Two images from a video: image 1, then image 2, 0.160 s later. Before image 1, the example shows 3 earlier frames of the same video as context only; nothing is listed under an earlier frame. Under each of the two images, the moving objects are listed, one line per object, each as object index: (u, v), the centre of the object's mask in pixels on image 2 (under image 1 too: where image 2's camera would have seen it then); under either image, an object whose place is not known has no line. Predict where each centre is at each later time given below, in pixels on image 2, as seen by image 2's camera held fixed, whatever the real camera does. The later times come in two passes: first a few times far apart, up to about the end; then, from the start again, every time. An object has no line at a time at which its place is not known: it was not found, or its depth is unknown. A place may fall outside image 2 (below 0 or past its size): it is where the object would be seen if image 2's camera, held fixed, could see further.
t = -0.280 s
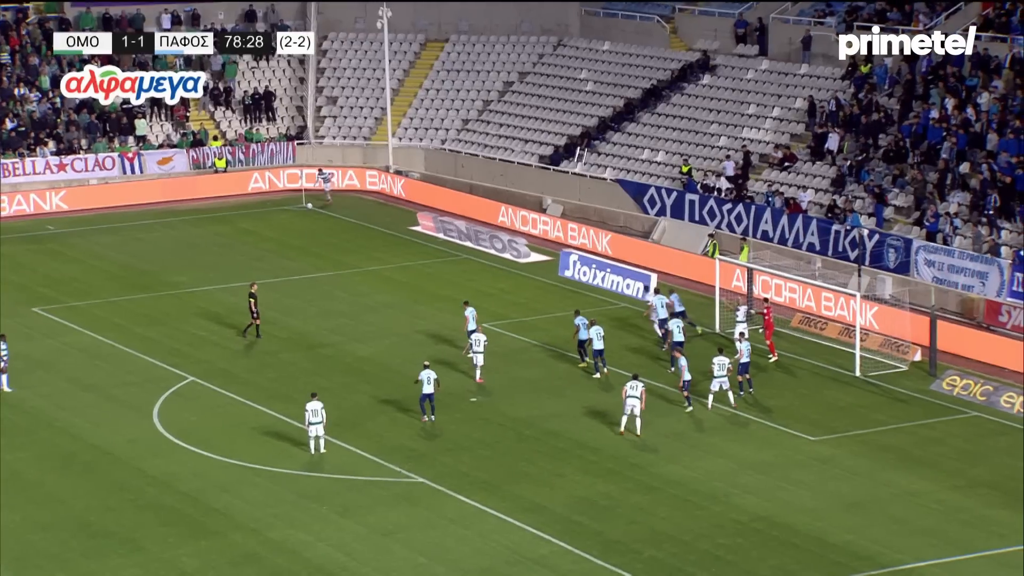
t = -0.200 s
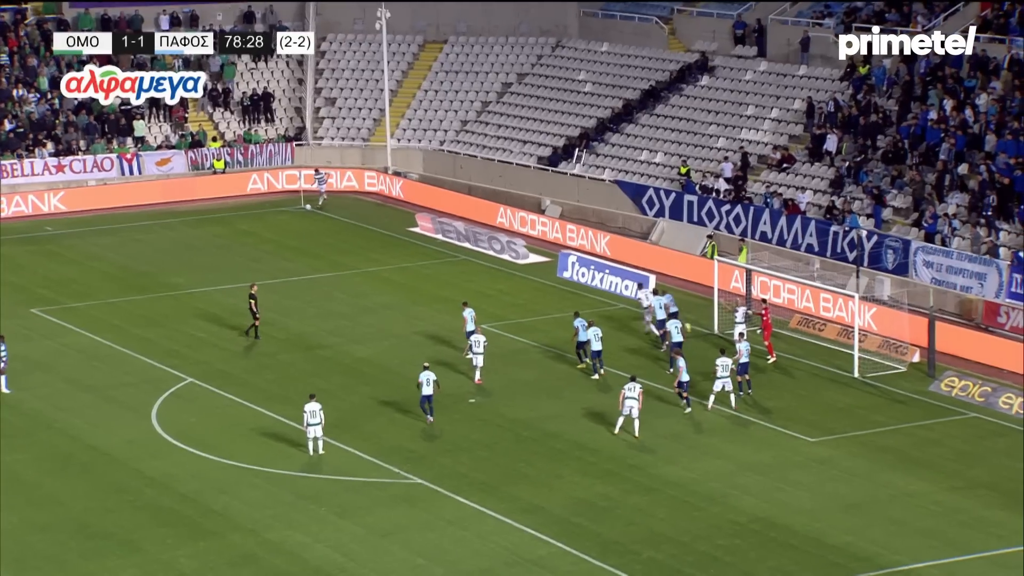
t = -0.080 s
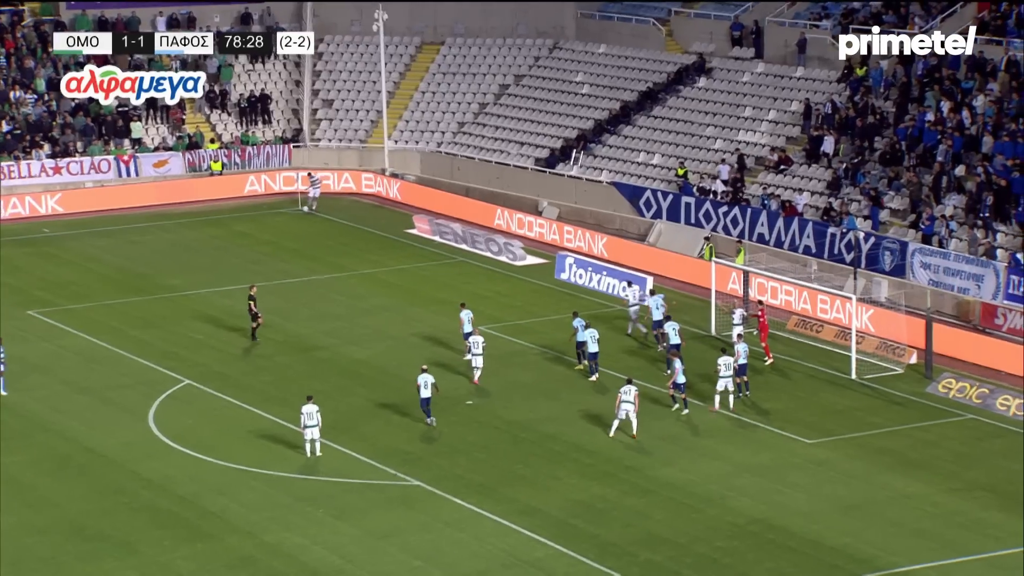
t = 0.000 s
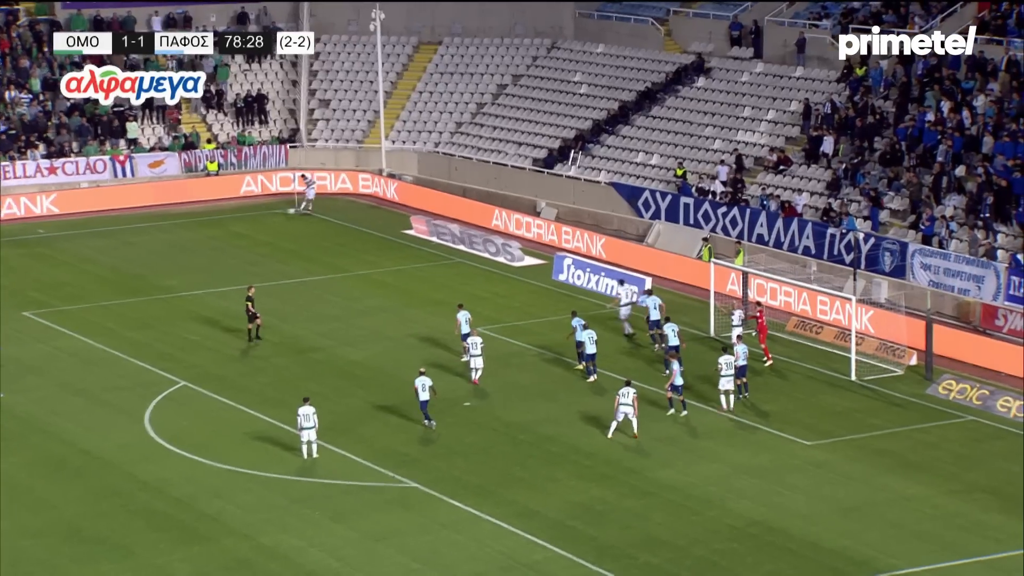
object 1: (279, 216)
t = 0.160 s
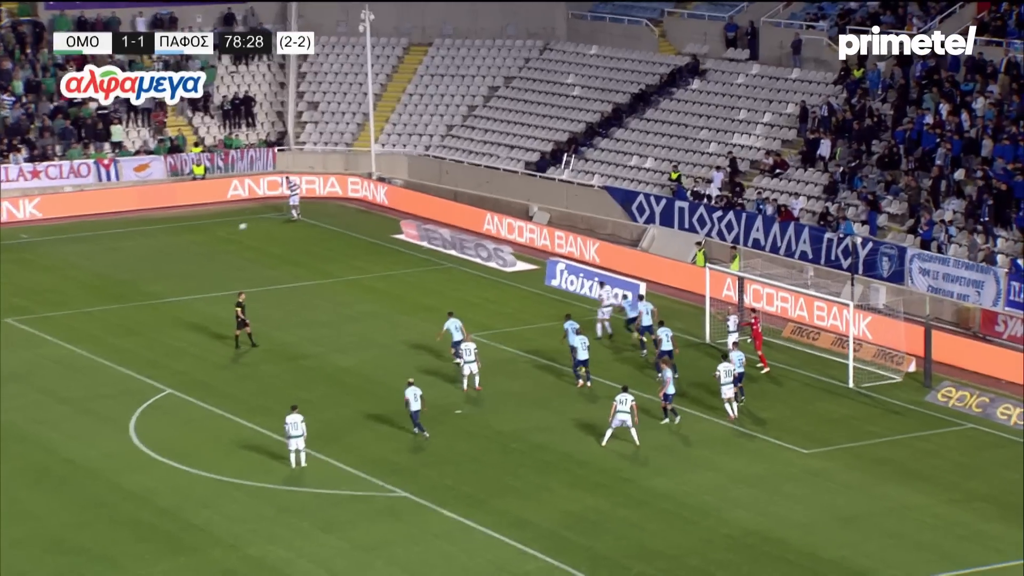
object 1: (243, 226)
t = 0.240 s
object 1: (224, 233)
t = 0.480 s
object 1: (169, 263)
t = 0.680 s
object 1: (129, 296)
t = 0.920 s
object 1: (83, 323)
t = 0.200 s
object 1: (233, 230)
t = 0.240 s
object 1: (224, 233)
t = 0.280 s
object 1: (214, 238)
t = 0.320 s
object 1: (205, 243)
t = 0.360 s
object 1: (196, 247)
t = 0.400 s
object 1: (186, 252)
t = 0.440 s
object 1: (177, 257)
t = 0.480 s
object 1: (169, 263)
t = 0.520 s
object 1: (162, 270)
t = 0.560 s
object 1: (153, 279)
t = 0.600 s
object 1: (145, 287)
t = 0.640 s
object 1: (137, 294)
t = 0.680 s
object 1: (129, 296)
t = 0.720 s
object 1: (121, 299)
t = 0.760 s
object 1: (113, 303)
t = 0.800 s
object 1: (106, 307)
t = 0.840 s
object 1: (98, 312)
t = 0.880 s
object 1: (90, 317)
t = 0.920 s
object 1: (83, 323)
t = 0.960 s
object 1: (76, 330)
